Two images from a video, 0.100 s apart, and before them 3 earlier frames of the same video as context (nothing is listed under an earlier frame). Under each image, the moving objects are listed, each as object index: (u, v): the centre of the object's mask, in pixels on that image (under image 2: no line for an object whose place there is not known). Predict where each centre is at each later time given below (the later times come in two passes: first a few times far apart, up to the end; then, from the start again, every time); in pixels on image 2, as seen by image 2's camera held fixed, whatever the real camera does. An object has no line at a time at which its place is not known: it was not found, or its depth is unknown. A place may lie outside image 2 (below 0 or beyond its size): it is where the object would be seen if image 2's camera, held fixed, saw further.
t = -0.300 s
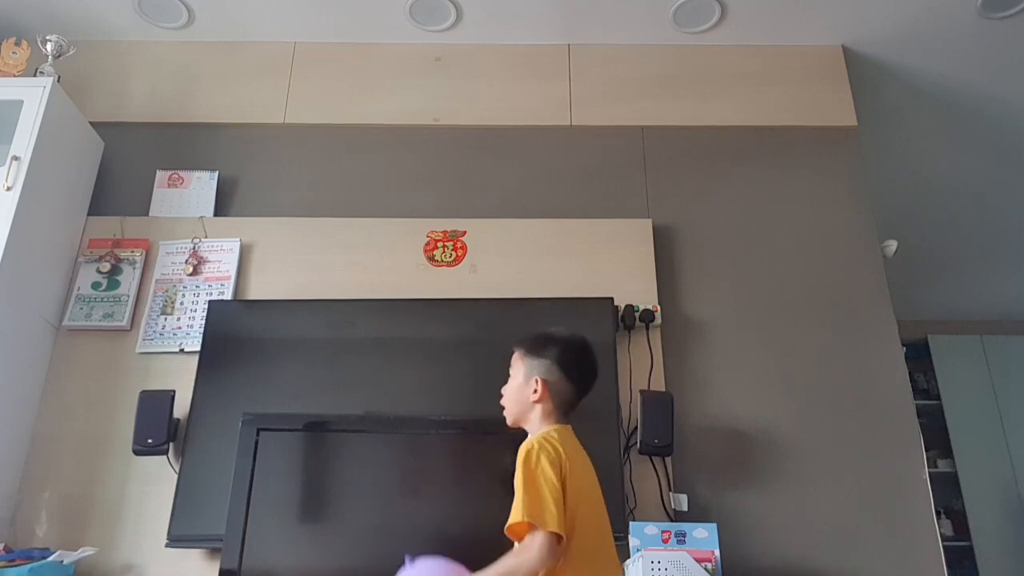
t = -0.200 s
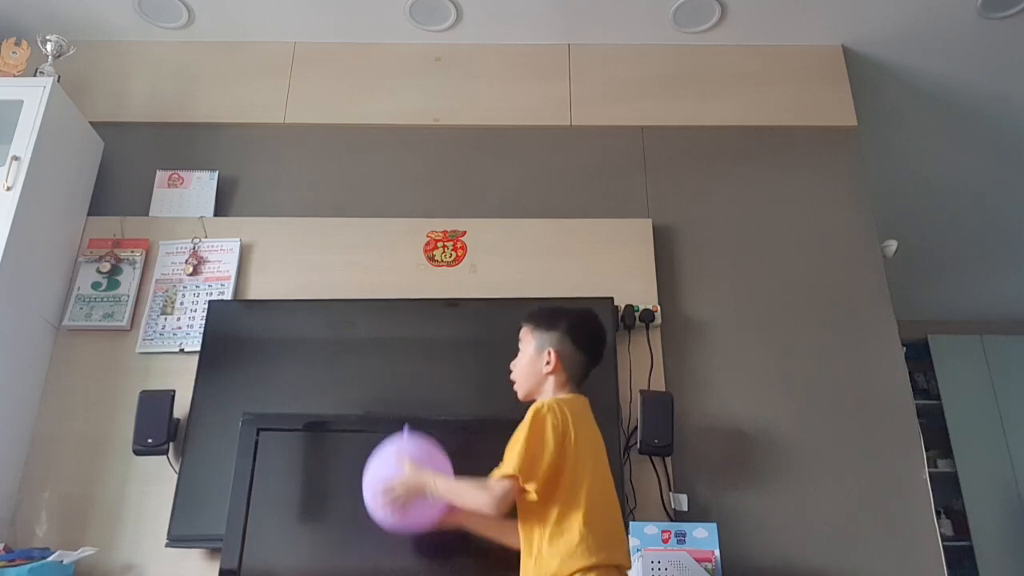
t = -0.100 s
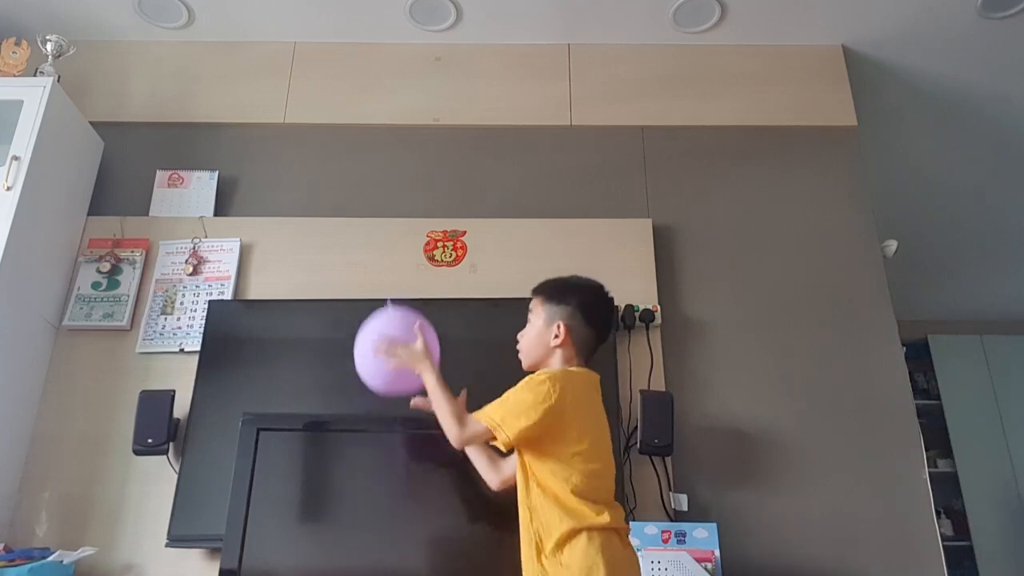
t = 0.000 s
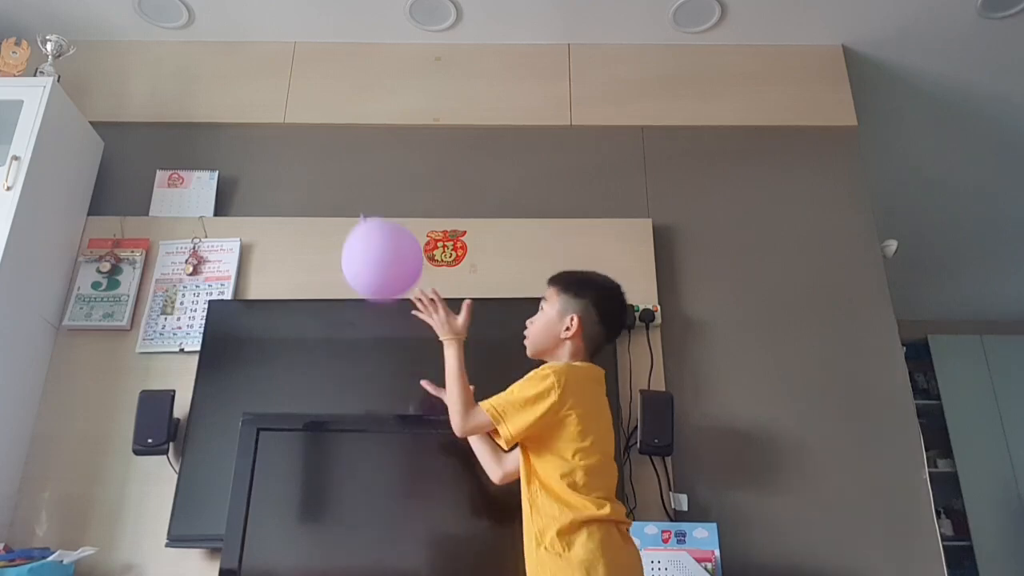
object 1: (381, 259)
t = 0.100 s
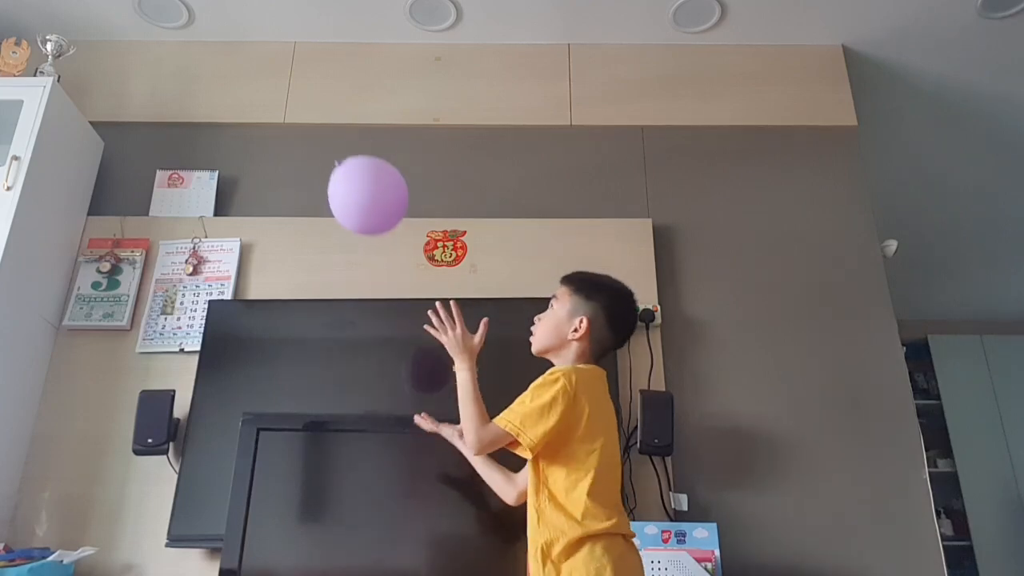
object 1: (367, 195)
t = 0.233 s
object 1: (350, 145)
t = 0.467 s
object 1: (317, 123)
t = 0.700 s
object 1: (279, 156)
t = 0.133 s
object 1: (363, 179)
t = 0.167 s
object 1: (359, 166)
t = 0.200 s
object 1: (355, 155)
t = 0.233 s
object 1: (350, 145)
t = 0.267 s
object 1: (346, 138)
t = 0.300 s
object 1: (342, 132)
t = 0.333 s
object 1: (337, 128)
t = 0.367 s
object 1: (332, 125)
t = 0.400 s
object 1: (327, 123)
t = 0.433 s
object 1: (322, 122)
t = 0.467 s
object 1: (317, 123)
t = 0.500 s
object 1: (312, 125)
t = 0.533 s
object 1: (306, 127)
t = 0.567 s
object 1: (301, 131)
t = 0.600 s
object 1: (295, 136)
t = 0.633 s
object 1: (290, 142)
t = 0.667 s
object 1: (284, 148)
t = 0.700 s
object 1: (279, 156)
